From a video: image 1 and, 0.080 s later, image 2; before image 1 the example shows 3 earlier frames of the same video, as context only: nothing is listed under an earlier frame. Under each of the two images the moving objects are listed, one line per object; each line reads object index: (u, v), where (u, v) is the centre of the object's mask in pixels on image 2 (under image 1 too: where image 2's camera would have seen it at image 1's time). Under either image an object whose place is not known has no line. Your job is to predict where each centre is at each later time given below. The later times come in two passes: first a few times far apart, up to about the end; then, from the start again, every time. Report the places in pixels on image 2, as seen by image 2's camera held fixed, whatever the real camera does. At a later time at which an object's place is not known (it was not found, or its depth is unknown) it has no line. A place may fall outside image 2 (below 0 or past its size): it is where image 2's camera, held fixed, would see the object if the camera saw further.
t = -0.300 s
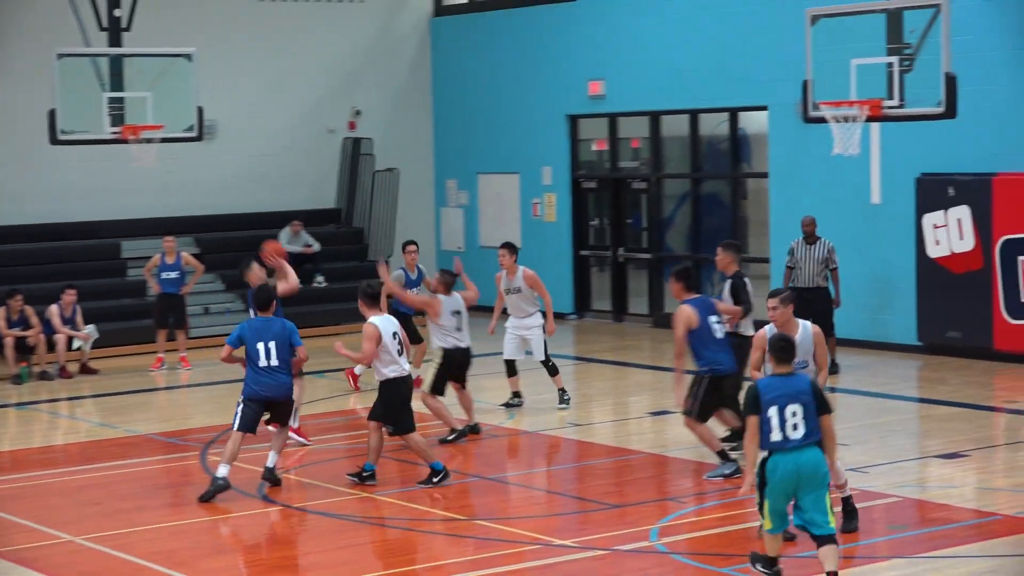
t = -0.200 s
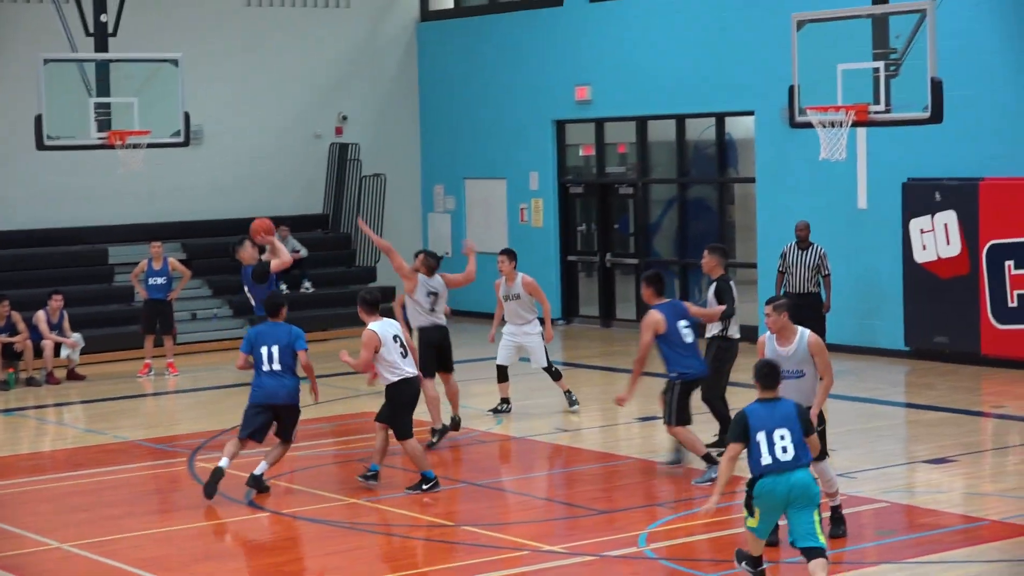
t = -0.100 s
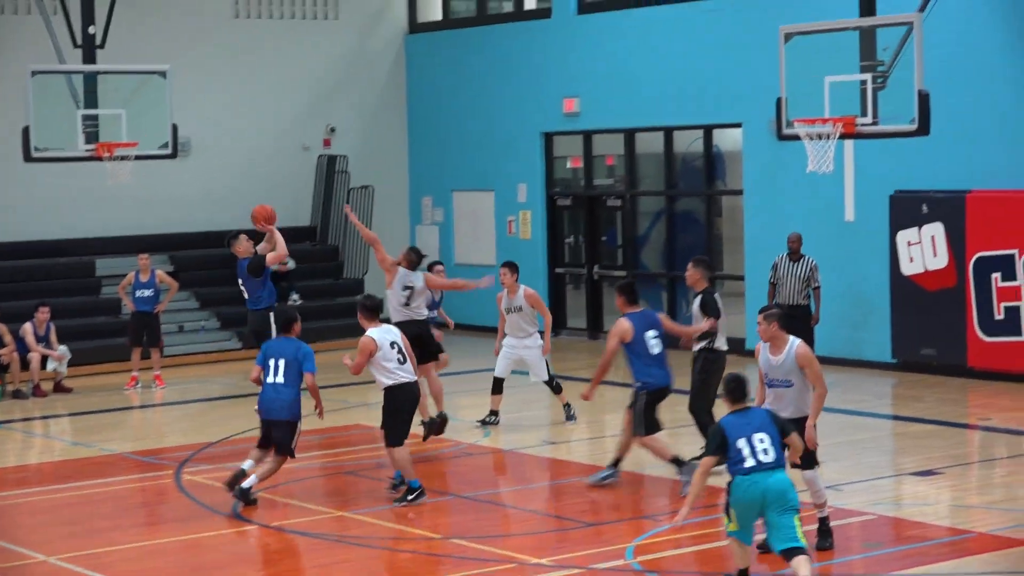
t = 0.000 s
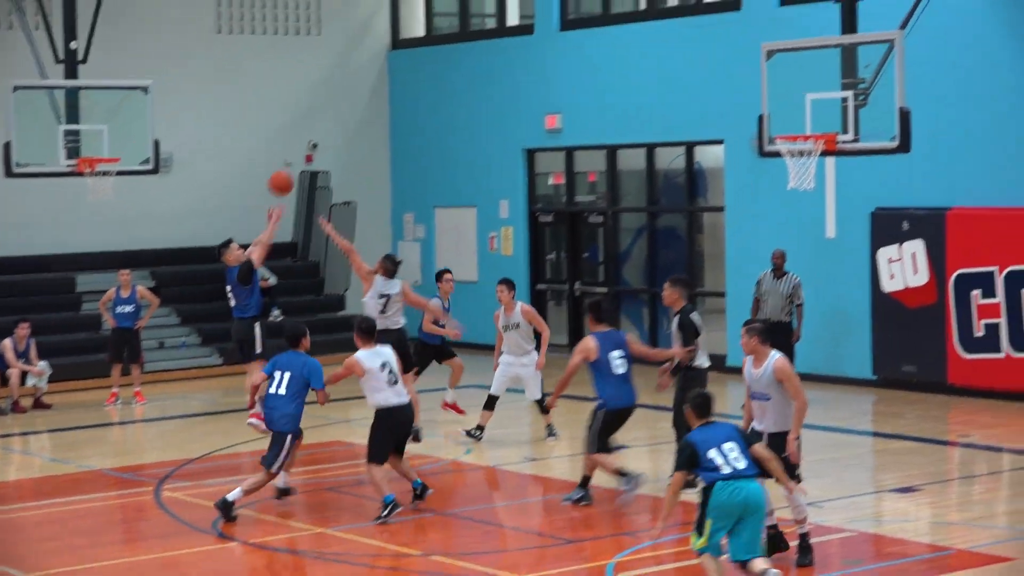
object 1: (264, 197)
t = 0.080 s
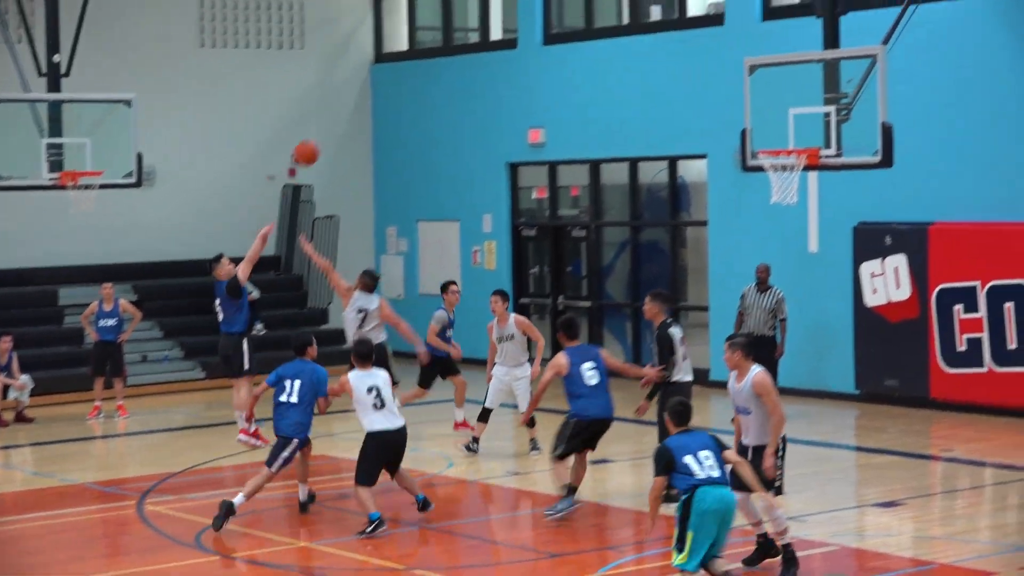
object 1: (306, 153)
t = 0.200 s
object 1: (369, 101)
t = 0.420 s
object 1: (483, 43)
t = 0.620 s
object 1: (587, 33)
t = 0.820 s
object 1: (693, 66)
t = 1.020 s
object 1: (798, 138)
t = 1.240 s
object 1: (743, 80)
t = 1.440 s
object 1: (693, 64)
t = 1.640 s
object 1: (645, 88)
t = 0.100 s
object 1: (316, 144)
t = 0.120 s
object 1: (327, 134)
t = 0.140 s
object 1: (337, 126)
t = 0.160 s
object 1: (348, 117)
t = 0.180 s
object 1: (358, 109)
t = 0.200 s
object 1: (369, 101)
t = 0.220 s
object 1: (379, 93)
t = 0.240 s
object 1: (390, 86)
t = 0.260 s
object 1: (400, 80)
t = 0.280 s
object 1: (411, 73)
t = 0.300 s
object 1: (421, 68)
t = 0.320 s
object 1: (431, 62)
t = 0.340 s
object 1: (441, 57)
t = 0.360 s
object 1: (452, 53)
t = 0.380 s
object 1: (462, 49)
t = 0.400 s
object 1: (473, 46)
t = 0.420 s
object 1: (483, 43)
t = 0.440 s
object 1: (493, 40)
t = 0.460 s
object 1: (505, 38)
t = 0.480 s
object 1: (515, 36)
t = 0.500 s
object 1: (525, 34)
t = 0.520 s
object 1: (536, 33)
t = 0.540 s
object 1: (547, 32)
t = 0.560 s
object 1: (556, 31)
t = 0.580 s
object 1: (567, 32)
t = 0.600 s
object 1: (577, 32)
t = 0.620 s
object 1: (587, 33)
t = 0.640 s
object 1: (598, 34)
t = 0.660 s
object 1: (608, 36)
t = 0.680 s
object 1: (619, 38)
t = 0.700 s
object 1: (630, 41)
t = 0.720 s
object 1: (640, 44)
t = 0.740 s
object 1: (651, 48)
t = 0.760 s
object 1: (661, 51)
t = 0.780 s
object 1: (672, 56)
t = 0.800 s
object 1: (683, 61)
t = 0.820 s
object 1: (693, 66)
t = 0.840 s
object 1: (703, 71)
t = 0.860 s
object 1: (714, 77)
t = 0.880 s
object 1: (724, 84)
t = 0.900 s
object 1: (734, 91)
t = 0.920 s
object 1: (745, 98)
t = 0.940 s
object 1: (756, 105)
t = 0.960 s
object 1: (766, 113)
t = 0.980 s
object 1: (776, 122)
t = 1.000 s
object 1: (788, 131)
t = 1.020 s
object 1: (798, 138)
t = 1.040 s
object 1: (797, 137)
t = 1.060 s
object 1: (792, 130)
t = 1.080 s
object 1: (786, 123)
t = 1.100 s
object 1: (780, 116)
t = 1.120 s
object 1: (775, 109)
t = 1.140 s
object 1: (770, 104)
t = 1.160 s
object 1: (765, 98)
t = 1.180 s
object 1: (760, 93)
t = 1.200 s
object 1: (754, 88)
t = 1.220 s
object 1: (749, 84)
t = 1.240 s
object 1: (743, 80)
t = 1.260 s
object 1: (738, 77)
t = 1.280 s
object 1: (733, 74)
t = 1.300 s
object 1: (728, 71)
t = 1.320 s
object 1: (723, 69)
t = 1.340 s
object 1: (718, 67)
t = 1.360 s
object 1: (713, 65)
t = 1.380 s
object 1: (708, 64)
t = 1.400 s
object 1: (703, 64)
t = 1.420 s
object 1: (698, 64)
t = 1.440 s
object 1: (693, 64)
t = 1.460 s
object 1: (688, 65)
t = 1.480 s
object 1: (683, 66)
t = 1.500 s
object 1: (678, 67)
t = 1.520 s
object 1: (673, 69)
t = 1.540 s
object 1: (669, 71)
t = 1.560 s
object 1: (664, 74)
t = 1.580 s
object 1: (659, 77)
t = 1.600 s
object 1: (654, 81)
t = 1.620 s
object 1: (650, 84)
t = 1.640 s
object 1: (645, 88)
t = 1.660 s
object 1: (640, 93)
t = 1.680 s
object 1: (636, 98)
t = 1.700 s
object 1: (631, 103)
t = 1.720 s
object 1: (627, 109)
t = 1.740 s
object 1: (622, 115)
